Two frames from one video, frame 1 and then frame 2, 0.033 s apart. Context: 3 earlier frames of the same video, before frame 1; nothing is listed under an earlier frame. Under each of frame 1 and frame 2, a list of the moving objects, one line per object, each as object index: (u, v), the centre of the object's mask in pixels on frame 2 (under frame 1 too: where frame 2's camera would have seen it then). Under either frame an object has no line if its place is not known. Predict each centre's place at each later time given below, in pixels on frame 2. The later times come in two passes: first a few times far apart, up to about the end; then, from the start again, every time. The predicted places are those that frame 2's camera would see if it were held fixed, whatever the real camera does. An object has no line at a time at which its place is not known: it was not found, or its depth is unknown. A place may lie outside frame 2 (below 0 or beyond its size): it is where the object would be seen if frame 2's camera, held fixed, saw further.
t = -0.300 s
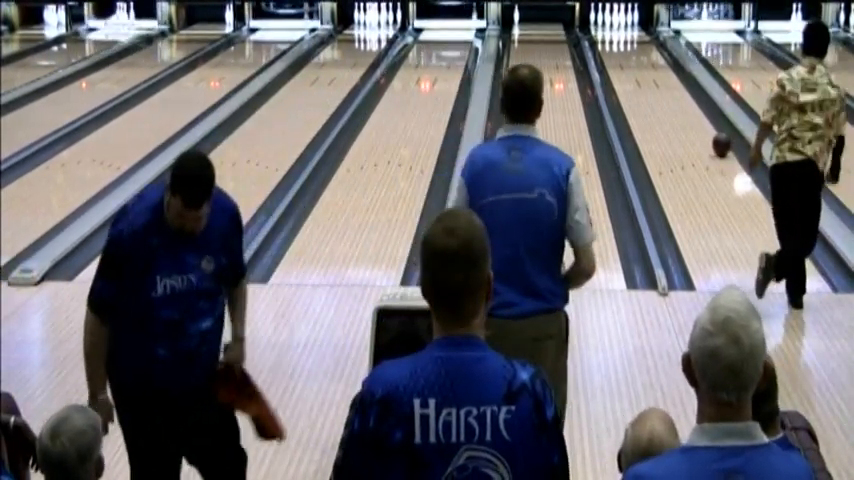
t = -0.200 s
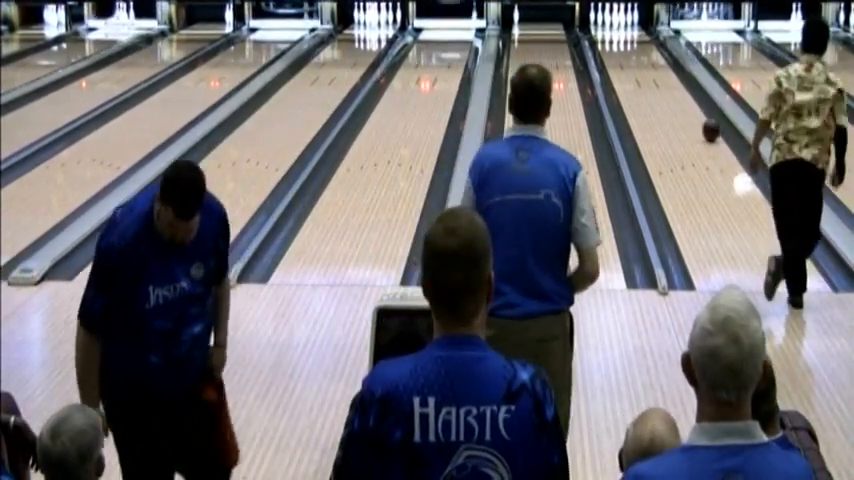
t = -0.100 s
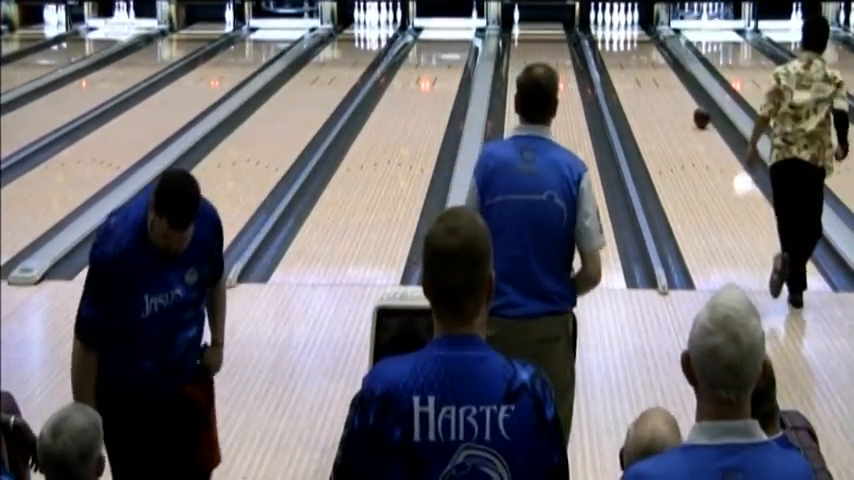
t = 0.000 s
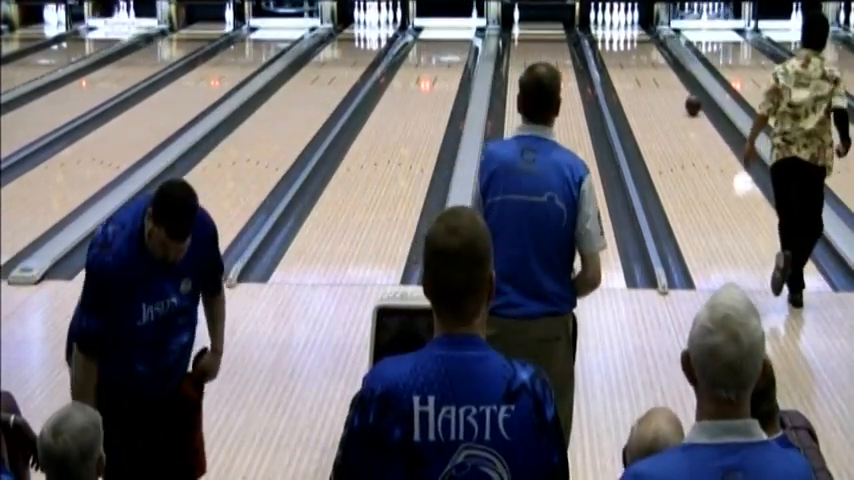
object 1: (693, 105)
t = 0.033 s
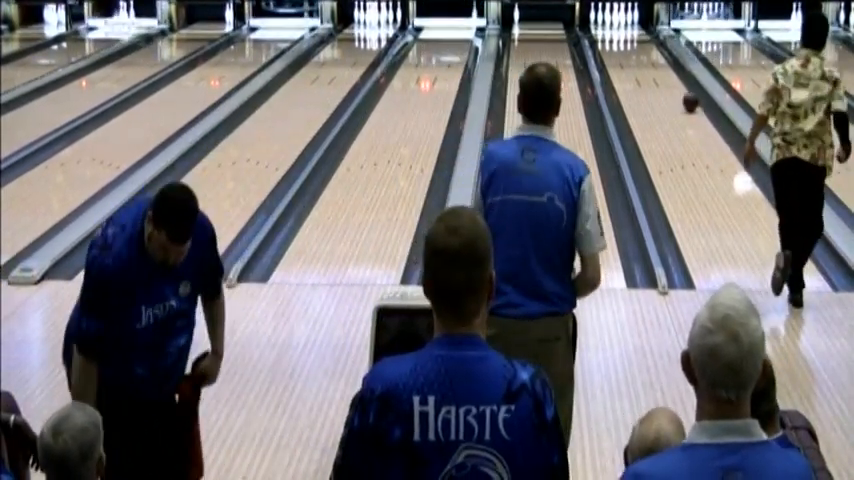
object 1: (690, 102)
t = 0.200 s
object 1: (677, 85)
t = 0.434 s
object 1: (663, 66)
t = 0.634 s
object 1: (652, 52)
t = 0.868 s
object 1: (641, 38)
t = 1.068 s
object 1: (631, 29)
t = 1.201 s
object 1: (625, 23)
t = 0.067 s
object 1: (688, 98)
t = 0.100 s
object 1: (685, 95)
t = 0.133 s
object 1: (682, 91)
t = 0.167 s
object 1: (680, 89)
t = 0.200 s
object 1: (677, 85)
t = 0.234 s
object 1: (675, 82)
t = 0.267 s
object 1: (673, 79)
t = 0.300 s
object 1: (671, 76)
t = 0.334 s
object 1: (669, 74)
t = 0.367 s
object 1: (666, 71)
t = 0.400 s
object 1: (664, 69)
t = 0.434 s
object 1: (663, 66)
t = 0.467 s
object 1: (660, 63)
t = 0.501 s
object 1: (658, 61)
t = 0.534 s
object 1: (657, 59)
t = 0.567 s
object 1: (655, 56)
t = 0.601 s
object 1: (653, 54)
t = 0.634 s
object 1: (652, 52)
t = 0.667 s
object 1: (650, 50)
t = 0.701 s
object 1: (648, 47)
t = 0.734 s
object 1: (646, 46)
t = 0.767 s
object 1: (645, 43)
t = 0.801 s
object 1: (643, 42)
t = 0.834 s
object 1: (642, 41)
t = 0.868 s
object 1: (641, 38)
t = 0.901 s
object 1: (640, 36)
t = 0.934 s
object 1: (637, 35)
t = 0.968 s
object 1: (636, 33)
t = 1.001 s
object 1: (634, 32)
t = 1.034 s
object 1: (633, 31)
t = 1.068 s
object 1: (631, 29)
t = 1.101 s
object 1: (630, 27)
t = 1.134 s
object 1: (628, 26)
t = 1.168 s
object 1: (627, 25)
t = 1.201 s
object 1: (625, 23)
